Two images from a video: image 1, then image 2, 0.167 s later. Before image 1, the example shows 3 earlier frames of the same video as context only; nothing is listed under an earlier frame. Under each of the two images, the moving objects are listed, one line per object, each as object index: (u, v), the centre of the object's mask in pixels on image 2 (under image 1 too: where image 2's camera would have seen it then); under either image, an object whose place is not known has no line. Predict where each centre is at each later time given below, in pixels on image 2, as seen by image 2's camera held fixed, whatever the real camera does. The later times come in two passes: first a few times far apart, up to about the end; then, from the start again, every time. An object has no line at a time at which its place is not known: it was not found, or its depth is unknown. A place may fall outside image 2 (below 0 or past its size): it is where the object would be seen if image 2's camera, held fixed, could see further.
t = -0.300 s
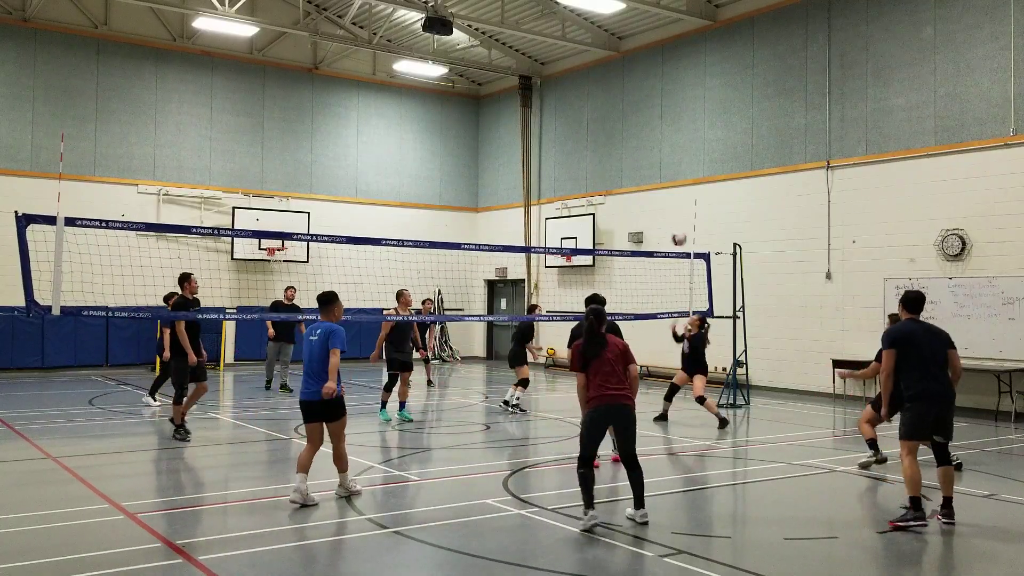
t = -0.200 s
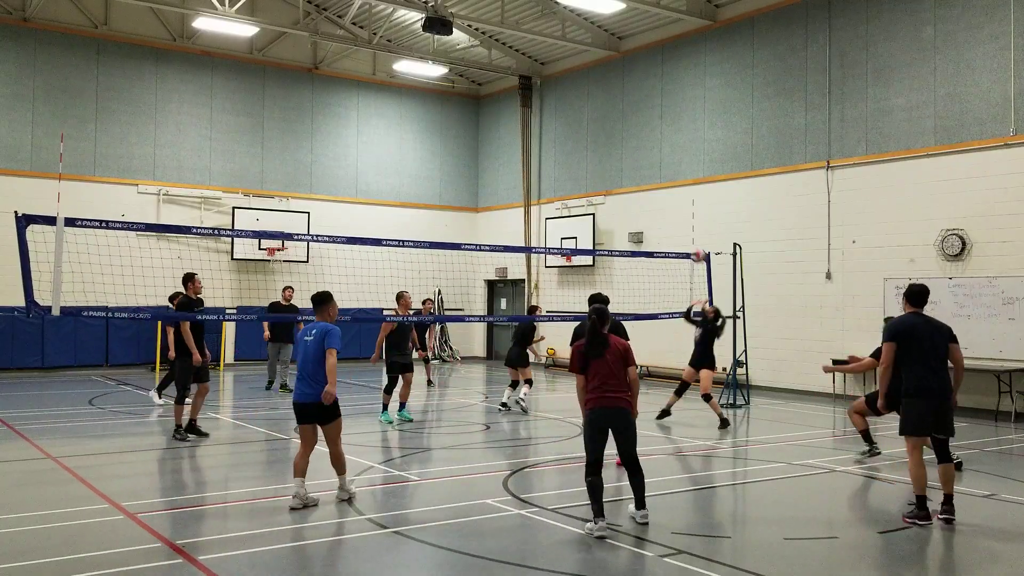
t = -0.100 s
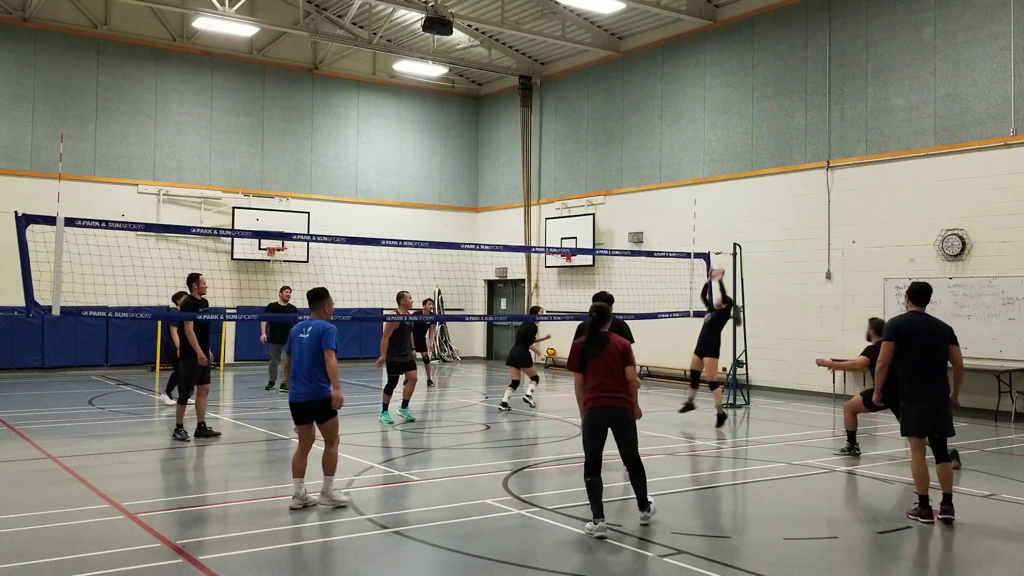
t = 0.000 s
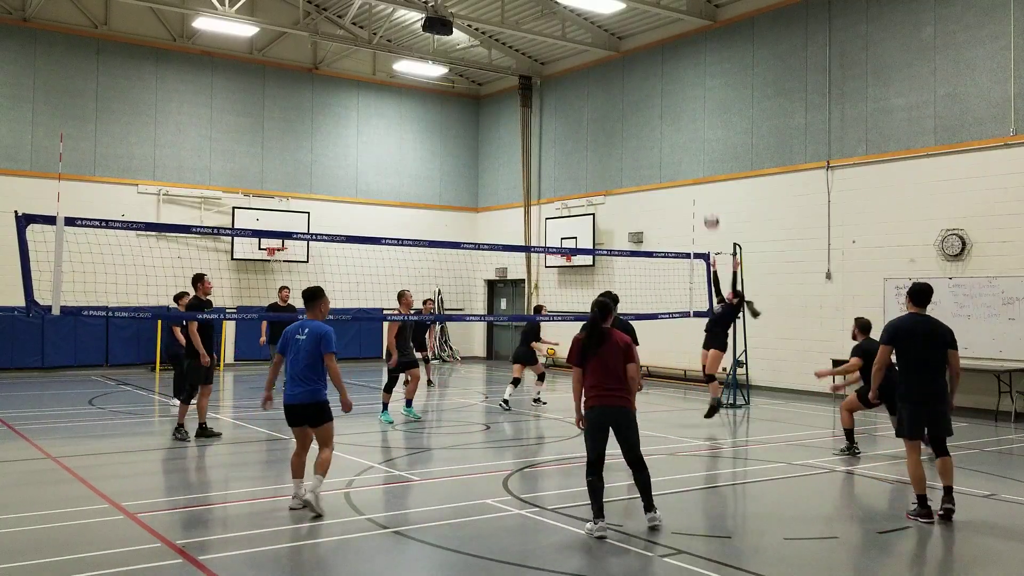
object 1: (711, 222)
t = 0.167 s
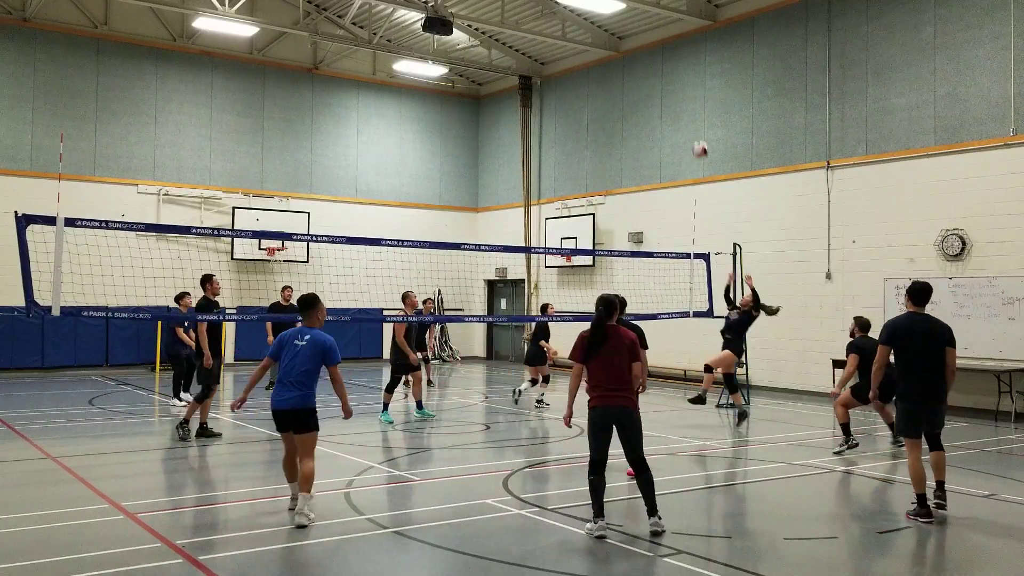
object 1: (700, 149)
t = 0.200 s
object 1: (698, 137)
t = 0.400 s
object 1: (684, 84)
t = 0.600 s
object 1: (669, 60)
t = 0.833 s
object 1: (652, 69)
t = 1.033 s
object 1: (635, 112)
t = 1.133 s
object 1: (627, 146)
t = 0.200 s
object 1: (698, 137)
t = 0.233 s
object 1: (696, 126)
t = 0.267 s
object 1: (694, 116)
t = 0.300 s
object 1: (691, 107)
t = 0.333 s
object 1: (689, 99)
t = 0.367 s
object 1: (686, 91)
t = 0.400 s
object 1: (684, 84)
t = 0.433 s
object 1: (681, 78)
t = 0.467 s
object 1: (679, 73)
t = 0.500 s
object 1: (677, 69)
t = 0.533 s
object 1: (674, 65)
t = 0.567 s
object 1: (672, 62)
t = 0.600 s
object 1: (669, 60)
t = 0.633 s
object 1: (667, 59)
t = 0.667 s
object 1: (664, 59)
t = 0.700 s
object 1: (662, 59)
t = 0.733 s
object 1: (659, 60)
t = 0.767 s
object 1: (657, 63)
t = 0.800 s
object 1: (654, 65)
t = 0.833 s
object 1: (652, 69)
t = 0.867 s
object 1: (649, 74)
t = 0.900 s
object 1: (646, 80)
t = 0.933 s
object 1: (643, 86)
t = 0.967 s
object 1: (641, 94)
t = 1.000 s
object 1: (638, 102)
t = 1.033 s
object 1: (635, 112)
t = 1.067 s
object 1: (633, 123)
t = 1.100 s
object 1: (630, 134)
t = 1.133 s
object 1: (627, 146)
